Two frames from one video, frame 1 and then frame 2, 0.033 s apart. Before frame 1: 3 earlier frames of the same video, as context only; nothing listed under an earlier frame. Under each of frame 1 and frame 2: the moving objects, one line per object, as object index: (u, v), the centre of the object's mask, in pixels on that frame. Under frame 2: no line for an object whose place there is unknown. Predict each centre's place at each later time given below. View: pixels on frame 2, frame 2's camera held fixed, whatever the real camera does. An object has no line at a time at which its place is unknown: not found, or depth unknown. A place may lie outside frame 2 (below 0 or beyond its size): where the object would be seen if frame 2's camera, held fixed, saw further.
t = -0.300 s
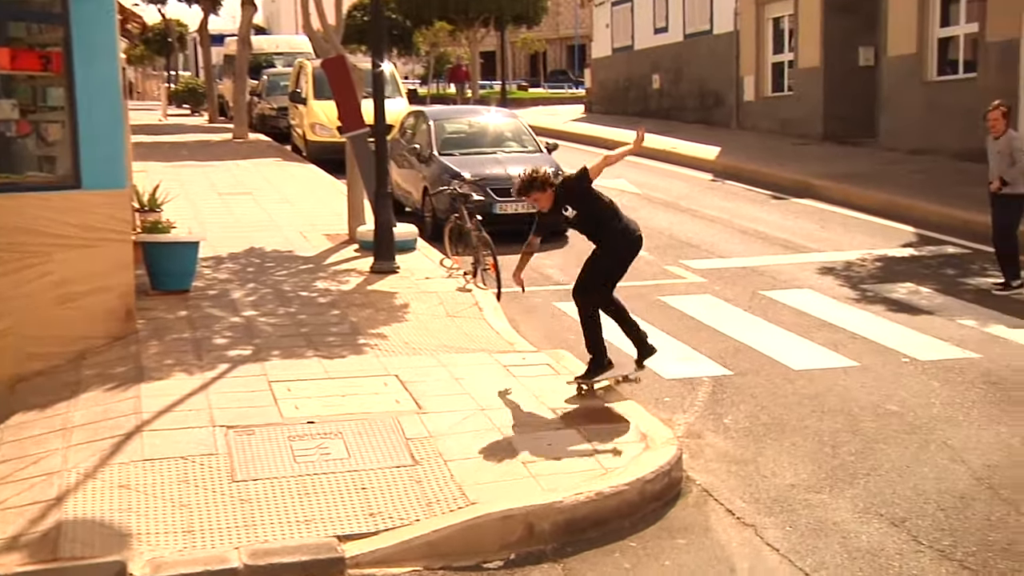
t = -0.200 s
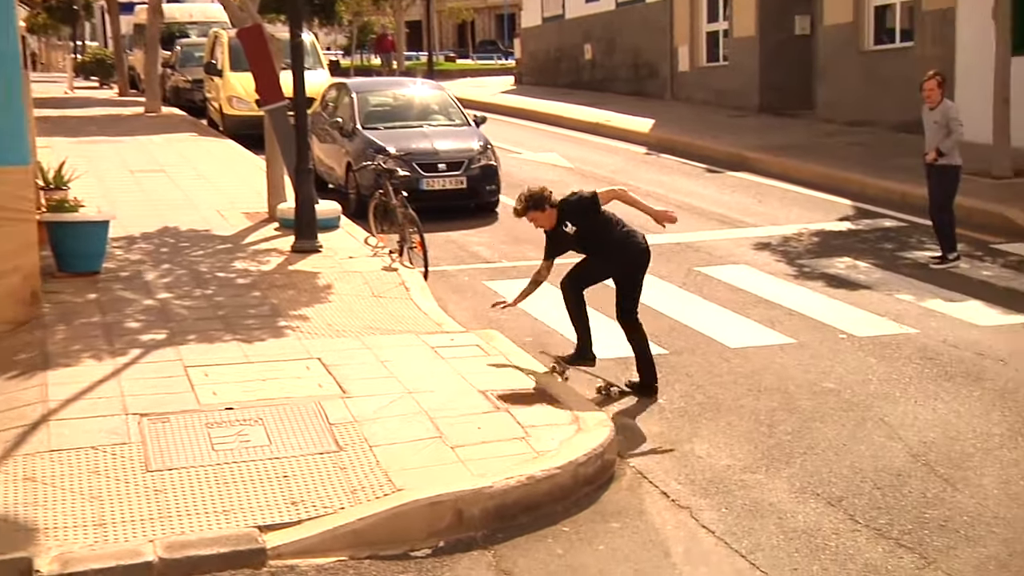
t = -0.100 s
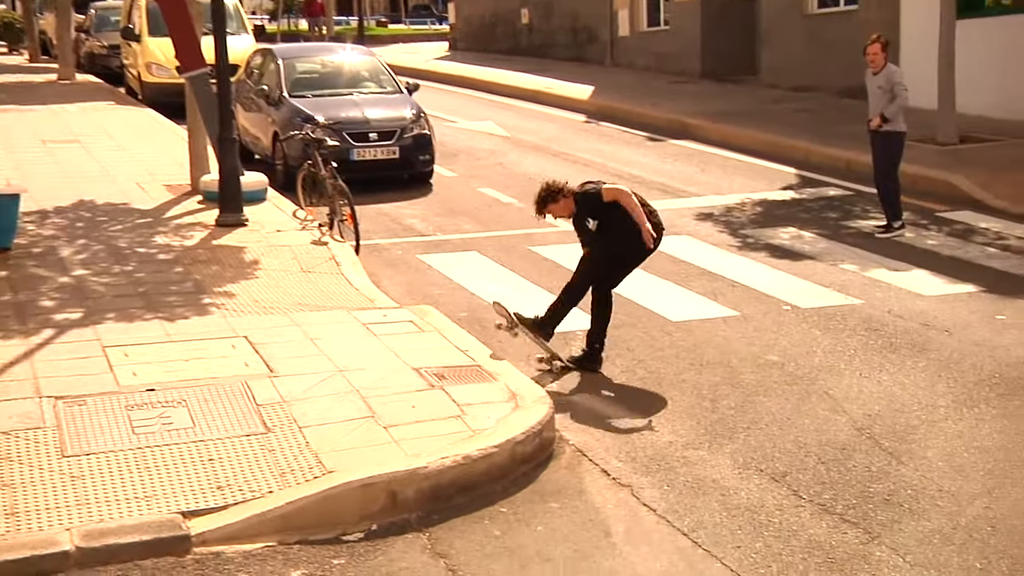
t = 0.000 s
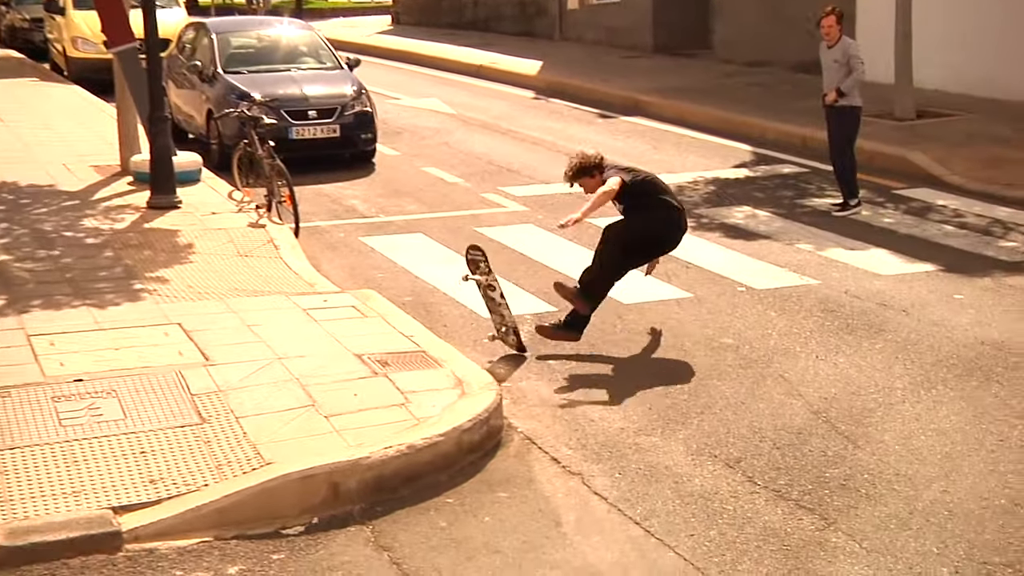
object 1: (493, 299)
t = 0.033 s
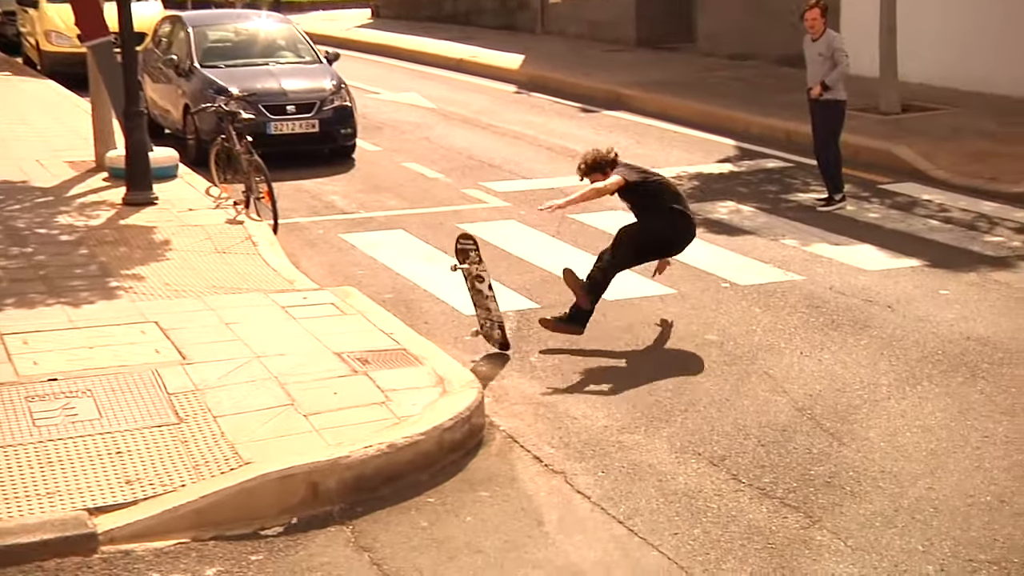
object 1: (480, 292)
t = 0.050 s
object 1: (483, 291)
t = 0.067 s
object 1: (486, 290)
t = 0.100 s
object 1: (491, 289)
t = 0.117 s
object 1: (494, 289)
